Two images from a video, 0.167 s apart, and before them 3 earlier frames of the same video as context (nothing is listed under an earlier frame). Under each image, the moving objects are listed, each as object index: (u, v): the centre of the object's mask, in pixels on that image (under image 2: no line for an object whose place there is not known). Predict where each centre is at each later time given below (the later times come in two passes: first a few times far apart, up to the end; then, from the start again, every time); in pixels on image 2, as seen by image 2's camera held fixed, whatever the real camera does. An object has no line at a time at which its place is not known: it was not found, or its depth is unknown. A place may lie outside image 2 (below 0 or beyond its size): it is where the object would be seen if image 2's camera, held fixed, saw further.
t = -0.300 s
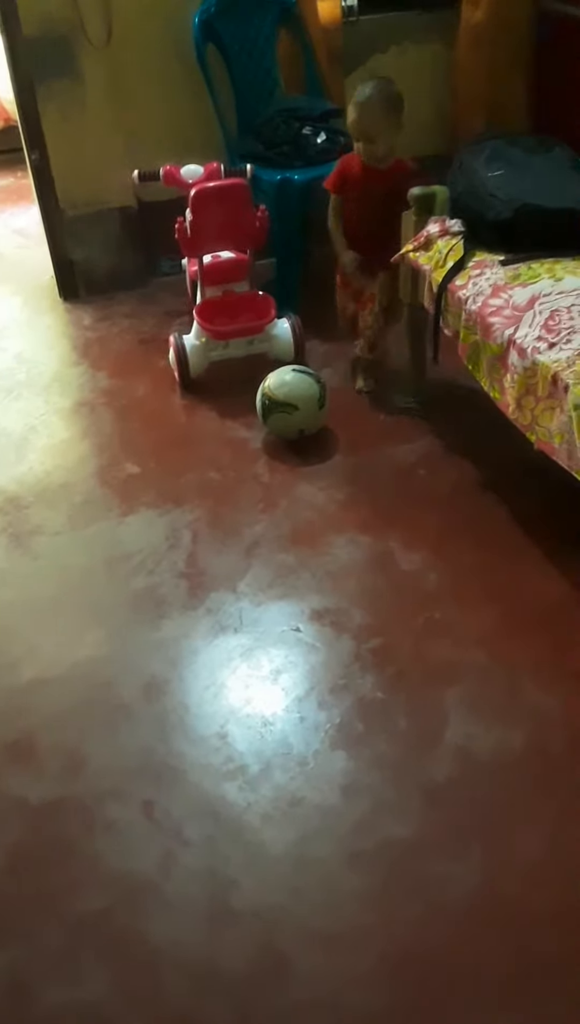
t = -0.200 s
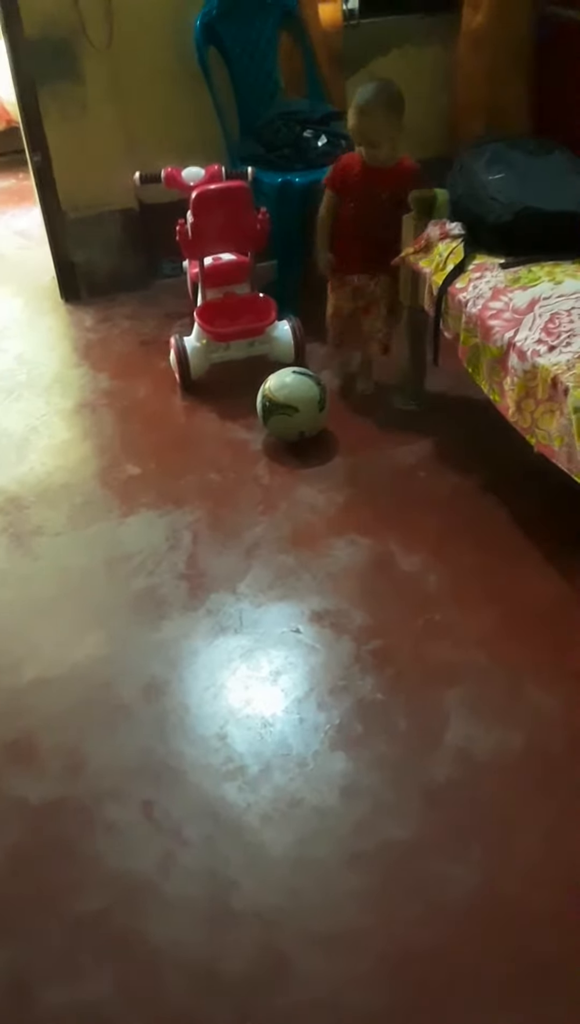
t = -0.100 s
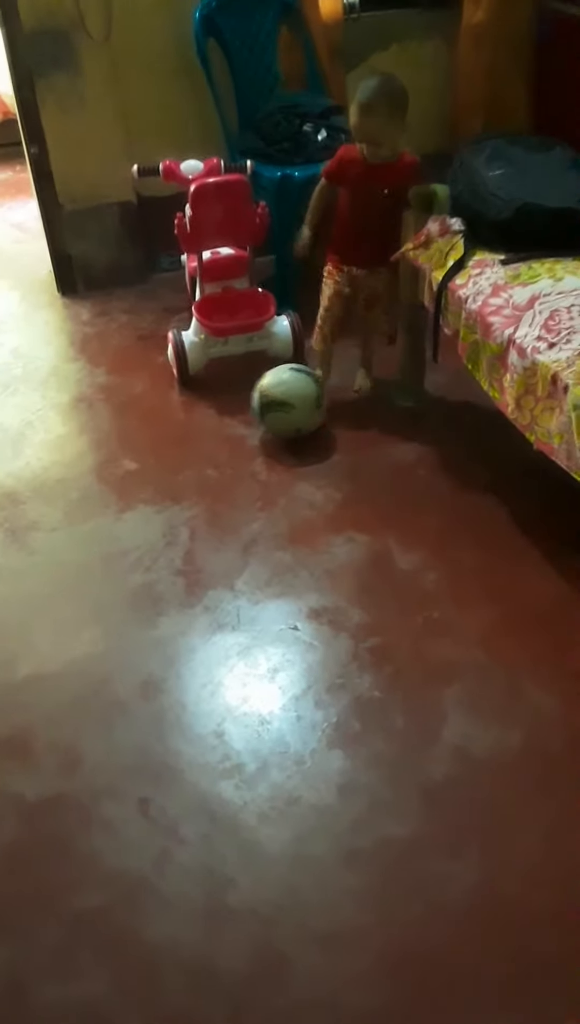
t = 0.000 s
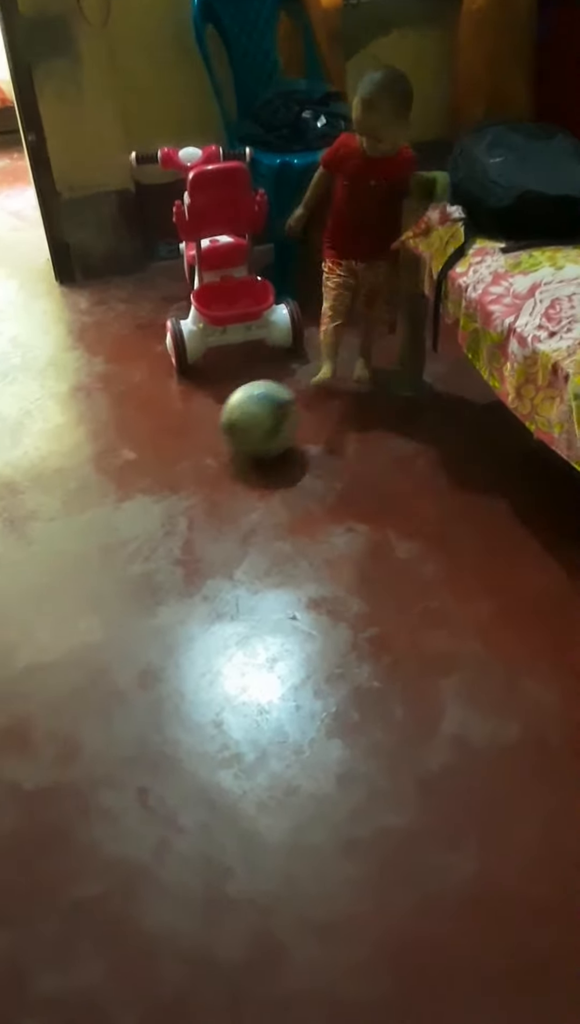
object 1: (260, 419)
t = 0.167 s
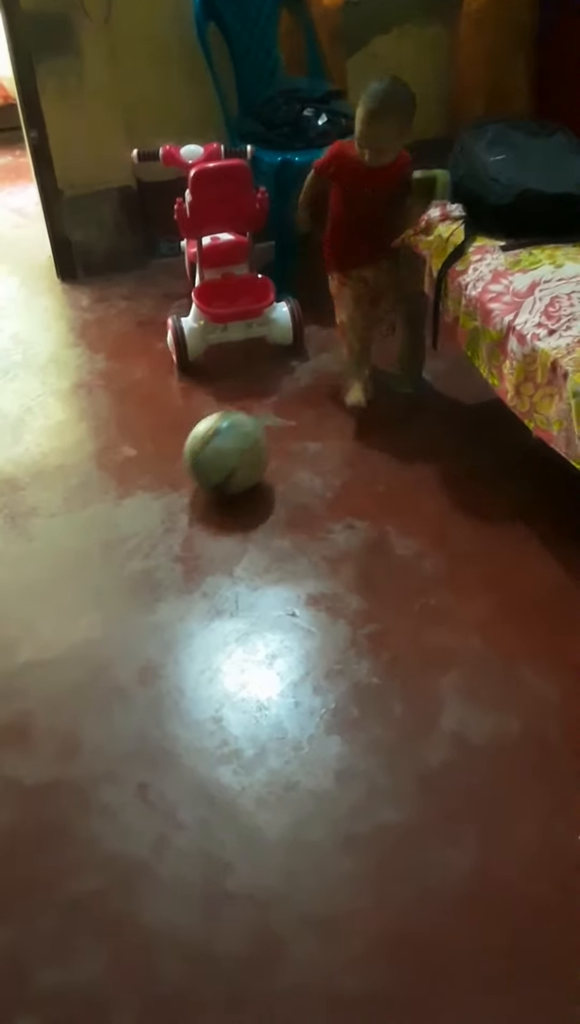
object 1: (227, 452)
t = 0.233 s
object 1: (213, 467)
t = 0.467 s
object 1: (163, 522)
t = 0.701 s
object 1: (107, 580)
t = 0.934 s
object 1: (47, 643)
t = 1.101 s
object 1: (5, 690)
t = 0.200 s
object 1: (220, 460)
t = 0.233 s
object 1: (213, 467)
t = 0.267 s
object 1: (206, 475)
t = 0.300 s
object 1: (199, 482)
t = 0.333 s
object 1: (192, 490)
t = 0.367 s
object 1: (185, 497)
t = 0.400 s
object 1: (178, 505)
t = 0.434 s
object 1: (171, 513)
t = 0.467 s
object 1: (163, 522)
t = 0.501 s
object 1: (155, 530)
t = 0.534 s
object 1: (148, 538)
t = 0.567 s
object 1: (140, 544)
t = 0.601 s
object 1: (131, 555)
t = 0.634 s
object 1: (123, 564)
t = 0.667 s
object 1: (116, 571)
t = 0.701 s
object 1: (107, 580)
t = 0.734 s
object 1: (99, 590)
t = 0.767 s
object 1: (90, 599)
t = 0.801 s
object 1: (83, 606)
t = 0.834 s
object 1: (74, 615)
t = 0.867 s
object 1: (65, 624)
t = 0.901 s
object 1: (56, 633)
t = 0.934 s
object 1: (47, 643)
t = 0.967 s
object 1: (39, 651)
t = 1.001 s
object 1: (30, 661)
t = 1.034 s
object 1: (21, 671)
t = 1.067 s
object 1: (11, 681)
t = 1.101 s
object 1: (5, 690)
